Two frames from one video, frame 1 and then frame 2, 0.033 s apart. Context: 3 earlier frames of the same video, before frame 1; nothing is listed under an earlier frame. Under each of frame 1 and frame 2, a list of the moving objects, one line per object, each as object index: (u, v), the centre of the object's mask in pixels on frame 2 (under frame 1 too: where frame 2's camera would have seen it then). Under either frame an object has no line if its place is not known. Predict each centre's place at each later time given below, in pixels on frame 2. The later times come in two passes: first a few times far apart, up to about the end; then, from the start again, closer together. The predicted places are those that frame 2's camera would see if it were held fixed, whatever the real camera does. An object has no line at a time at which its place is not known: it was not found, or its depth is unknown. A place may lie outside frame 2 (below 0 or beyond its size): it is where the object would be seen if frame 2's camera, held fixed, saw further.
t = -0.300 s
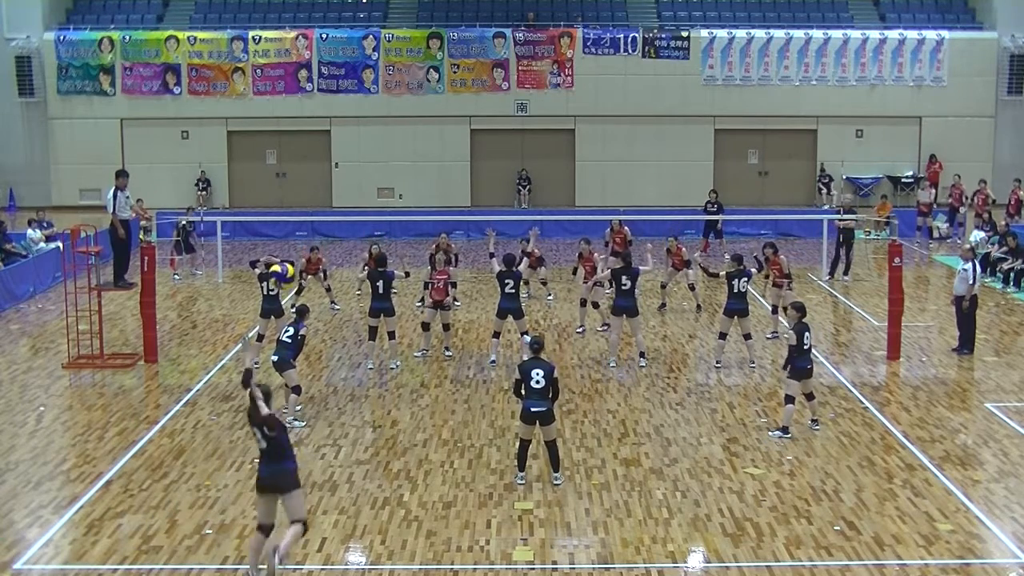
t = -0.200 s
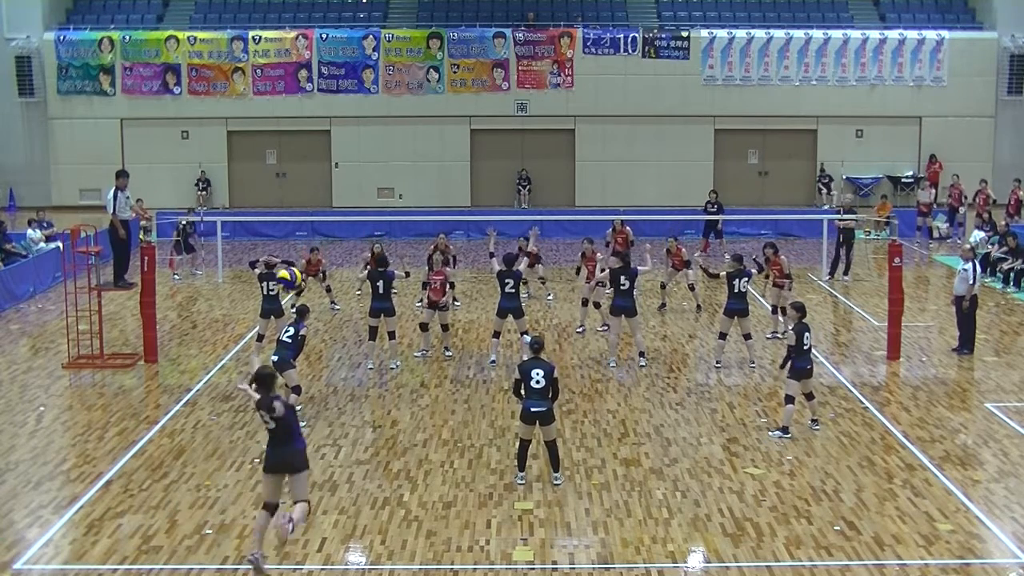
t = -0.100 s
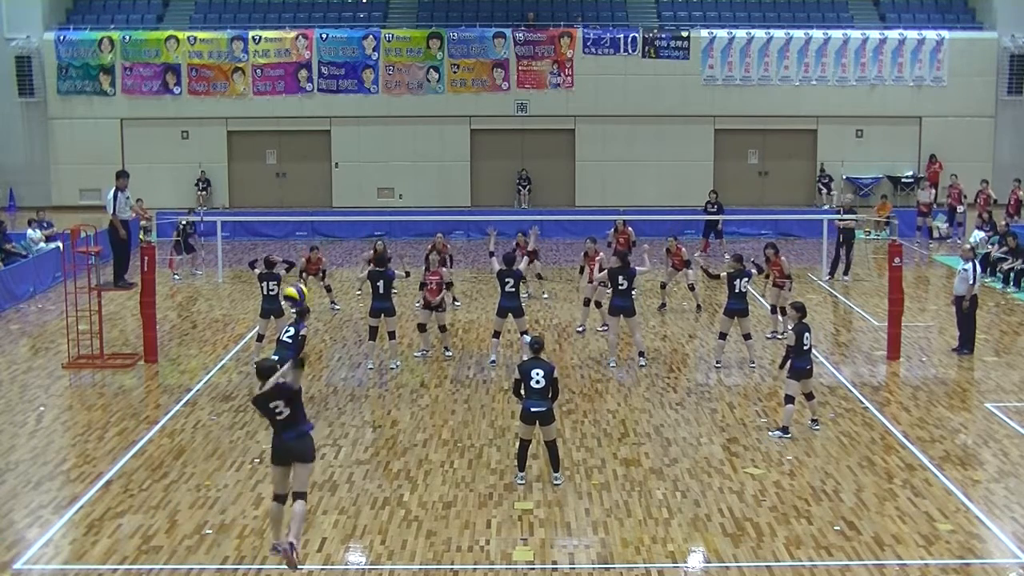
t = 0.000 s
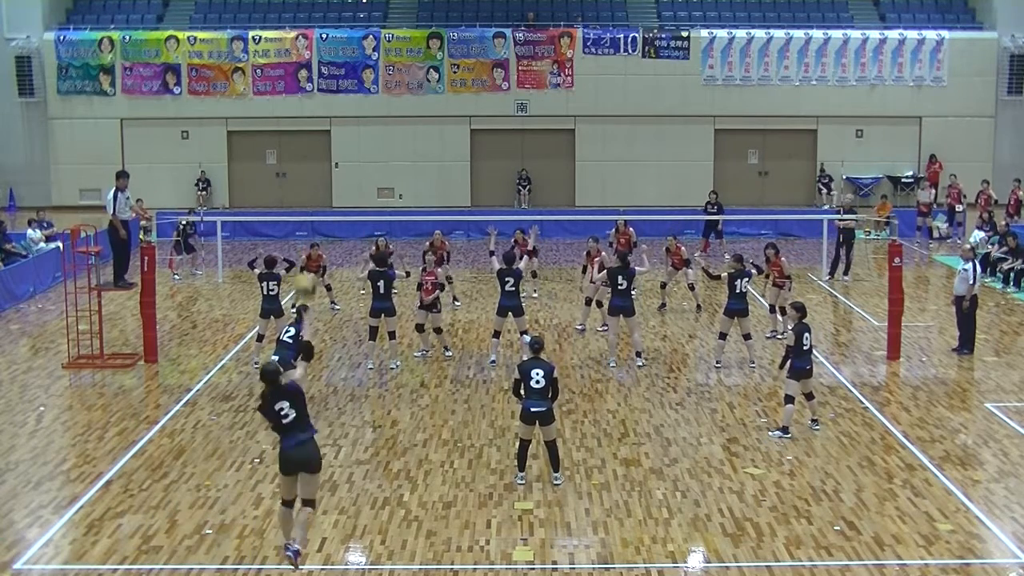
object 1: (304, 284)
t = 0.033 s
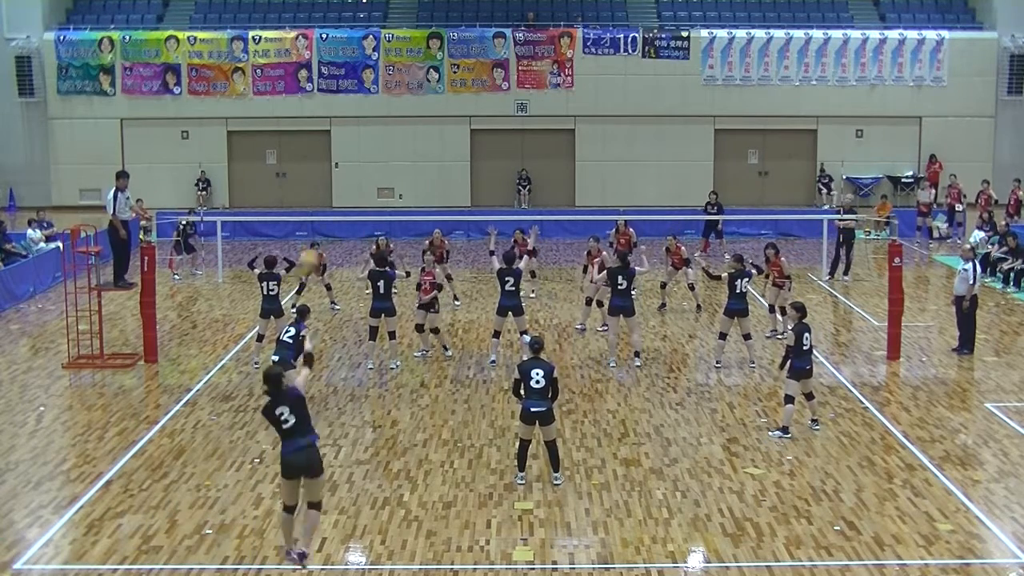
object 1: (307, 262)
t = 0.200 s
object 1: (321, 184)
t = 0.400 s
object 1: (330, 151)
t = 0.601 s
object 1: (341, 152)
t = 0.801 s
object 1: (351, 177)
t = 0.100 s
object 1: (314, 224)
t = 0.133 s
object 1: (316, 209)
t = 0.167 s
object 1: (319, 195)
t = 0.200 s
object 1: (321, 184)
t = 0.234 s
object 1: (325, 176)
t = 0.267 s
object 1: (327, 168)
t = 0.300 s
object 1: (328, 163)
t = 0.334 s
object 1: (330, 157)
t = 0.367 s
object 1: (330, 153)
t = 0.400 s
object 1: (330, 151)
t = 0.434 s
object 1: (332, 149)
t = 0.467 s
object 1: (333, 148)
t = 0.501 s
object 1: (336, 148)
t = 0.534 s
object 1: (338, 148)
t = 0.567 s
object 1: (340, 148)
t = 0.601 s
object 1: (341, 152)
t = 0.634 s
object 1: (344, 154)
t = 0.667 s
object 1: (345, 158)
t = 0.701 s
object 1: (347, 161)
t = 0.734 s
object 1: (349, 166)
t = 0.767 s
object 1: (350, 172)
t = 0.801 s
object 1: (351, 177)
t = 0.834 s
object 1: (353, 183)
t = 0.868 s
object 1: (355, 189)
